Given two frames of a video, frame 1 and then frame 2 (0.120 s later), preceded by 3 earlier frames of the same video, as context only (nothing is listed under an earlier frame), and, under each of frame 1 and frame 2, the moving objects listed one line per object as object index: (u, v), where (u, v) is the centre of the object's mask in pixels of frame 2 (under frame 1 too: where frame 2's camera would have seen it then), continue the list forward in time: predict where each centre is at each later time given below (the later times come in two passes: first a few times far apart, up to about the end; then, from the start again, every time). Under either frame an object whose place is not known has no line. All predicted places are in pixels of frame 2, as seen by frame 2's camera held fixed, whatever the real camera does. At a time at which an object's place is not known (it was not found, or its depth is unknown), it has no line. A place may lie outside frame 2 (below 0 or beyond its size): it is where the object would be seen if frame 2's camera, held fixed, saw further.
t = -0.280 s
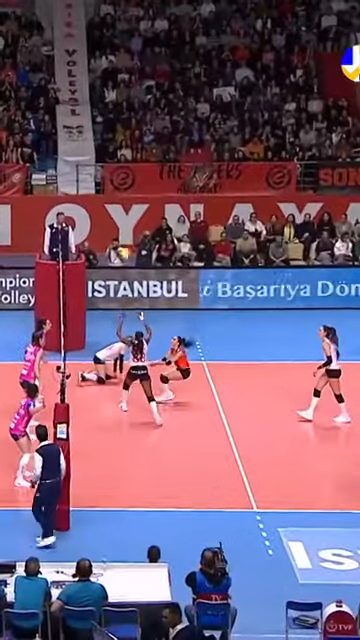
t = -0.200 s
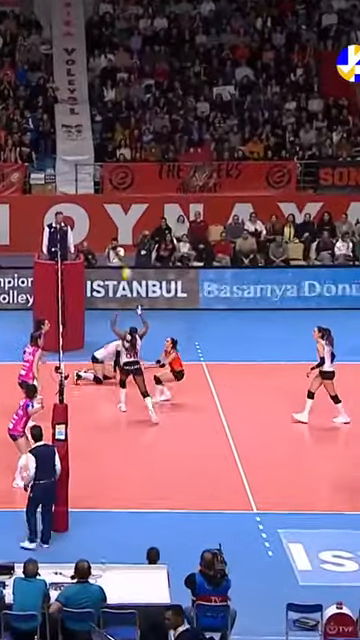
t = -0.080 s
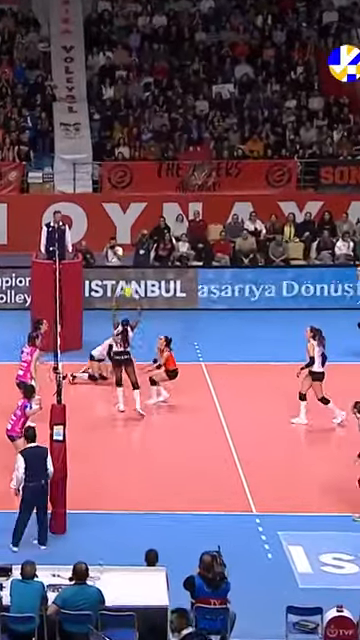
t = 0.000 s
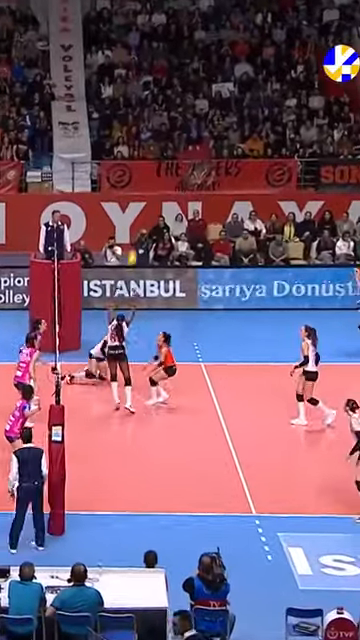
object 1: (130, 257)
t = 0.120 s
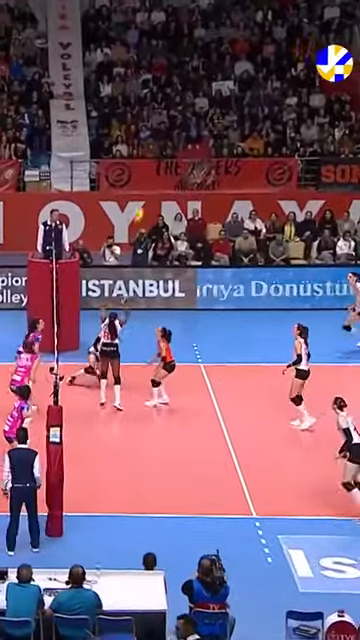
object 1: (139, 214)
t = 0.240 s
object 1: (145, 178)
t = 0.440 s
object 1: (157, 139)
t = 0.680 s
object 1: (171, 119)
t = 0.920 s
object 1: (186, 129)
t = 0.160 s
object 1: (140, 201)
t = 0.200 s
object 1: (143, 189)
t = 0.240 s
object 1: (145, 178)
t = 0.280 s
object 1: (147, 169)
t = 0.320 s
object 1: (150, 160)
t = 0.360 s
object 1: (152, 152)
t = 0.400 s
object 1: (155, 145)
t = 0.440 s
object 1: (157, 139)
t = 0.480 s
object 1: (160, 134)
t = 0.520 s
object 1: (162, 129)
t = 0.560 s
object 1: (164, 125)
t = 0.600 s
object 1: (167, 122)
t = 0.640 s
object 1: (169, 120)
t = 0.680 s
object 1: (171, 119)
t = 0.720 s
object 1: (174, 118)
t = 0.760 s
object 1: (176, 119)
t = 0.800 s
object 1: (179, 120)
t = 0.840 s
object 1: (181, 122)
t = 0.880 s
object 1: (184, 126)
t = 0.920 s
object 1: (186, 129)
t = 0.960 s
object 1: (188, 134)
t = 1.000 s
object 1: (190, 140)
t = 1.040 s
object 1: (192, 146)
